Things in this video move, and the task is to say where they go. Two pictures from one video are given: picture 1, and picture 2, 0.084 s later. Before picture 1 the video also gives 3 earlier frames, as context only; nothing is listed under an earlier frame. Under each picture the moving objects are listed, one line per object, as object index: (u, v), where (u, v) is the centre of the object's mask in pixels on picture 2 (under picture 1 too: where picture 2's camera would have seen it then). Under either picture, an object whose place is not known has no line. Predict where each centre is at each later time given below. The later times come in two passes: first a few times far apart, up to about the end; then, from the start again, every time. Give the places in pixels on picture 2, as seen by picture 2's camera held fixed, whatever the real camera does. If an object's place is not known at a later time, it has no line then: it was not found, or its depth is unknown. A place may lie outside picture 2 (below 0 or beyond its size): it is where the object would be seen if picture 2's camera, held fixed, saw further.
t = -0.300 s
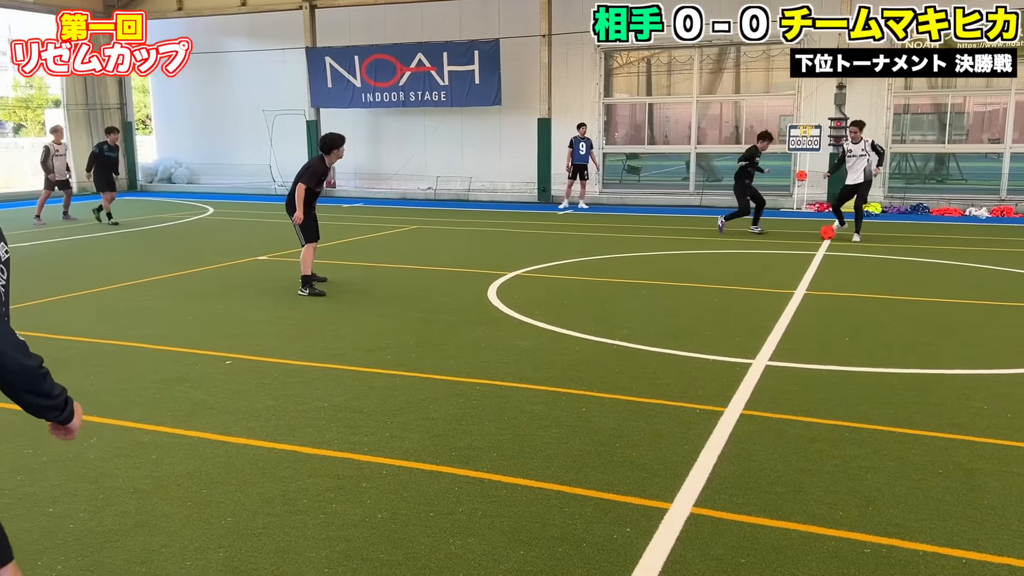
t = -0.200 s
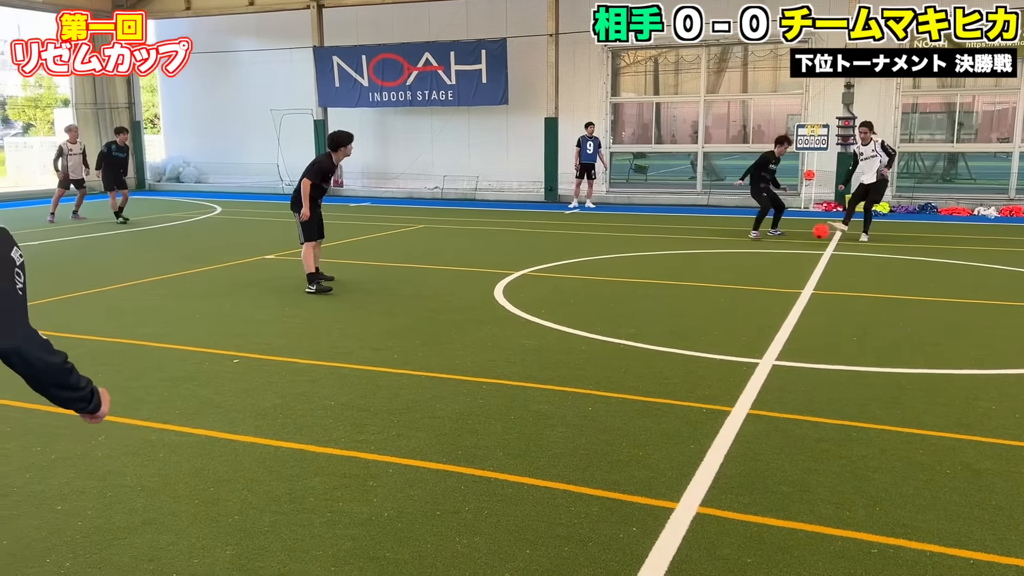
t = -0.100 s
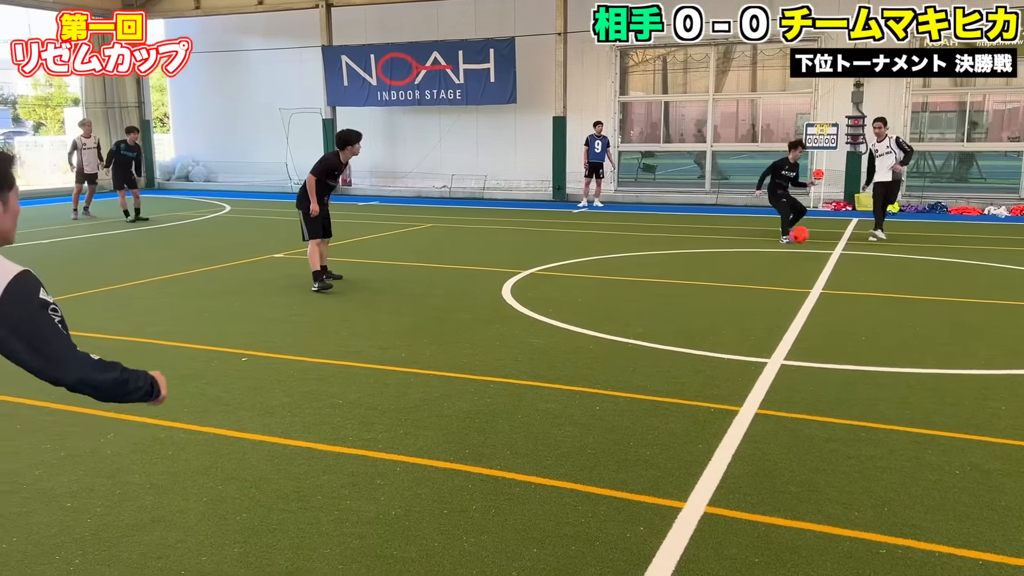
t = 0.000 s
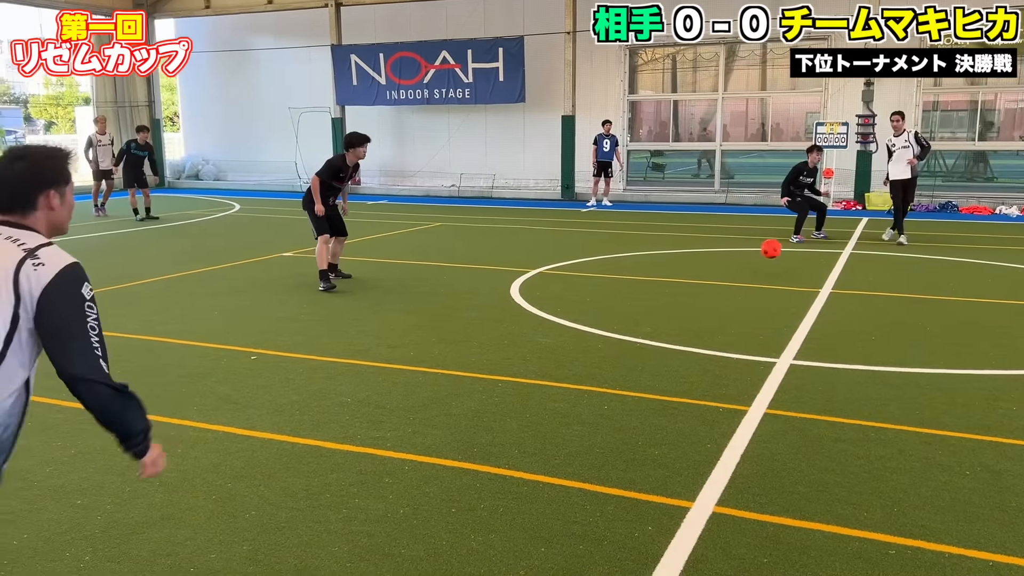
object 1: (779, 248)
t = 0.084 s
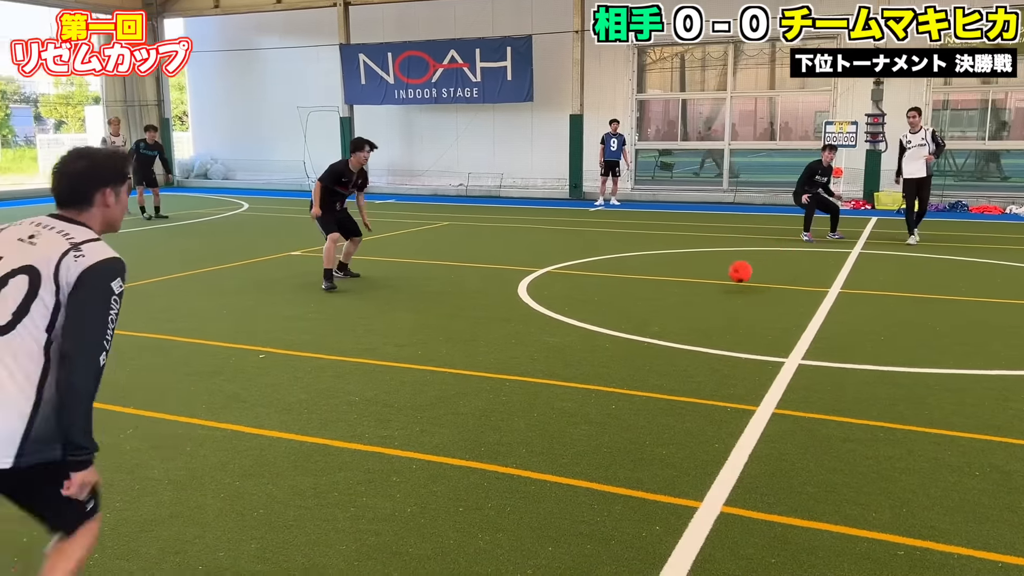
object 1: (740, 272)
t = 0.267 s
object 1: (640, 310)
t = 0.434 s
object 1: (509, 377)
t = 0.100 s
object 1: (731, 278)
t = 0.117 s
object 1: (722, 285)
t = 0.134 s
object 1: (712, 293)
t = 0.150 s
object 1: (705, 294)
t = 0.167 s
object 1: (696, 296)
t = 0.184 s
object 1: (688, 297)
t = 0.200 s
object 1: (680, 299)
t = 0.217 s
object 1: (671, 301)
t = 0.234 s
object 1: (661, 304)
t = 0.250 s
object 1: (651, 306)
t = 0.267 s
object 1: (640, 310)
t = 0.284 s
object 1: (629, 315)
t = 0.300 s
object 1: (618, 320)
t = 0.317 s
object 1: (606, 327)
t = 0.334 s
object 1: (593, 334)
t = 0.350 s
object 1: (580, 342)
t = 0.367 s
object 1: (567, 349)
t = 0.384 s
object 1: (552, 360)
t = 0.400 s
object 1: (538, 367)
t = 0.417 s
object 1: (523, 372)
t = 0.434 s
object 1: (509, 377)
